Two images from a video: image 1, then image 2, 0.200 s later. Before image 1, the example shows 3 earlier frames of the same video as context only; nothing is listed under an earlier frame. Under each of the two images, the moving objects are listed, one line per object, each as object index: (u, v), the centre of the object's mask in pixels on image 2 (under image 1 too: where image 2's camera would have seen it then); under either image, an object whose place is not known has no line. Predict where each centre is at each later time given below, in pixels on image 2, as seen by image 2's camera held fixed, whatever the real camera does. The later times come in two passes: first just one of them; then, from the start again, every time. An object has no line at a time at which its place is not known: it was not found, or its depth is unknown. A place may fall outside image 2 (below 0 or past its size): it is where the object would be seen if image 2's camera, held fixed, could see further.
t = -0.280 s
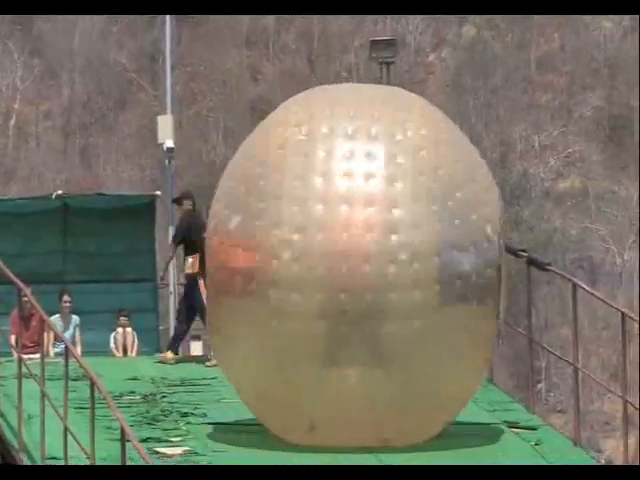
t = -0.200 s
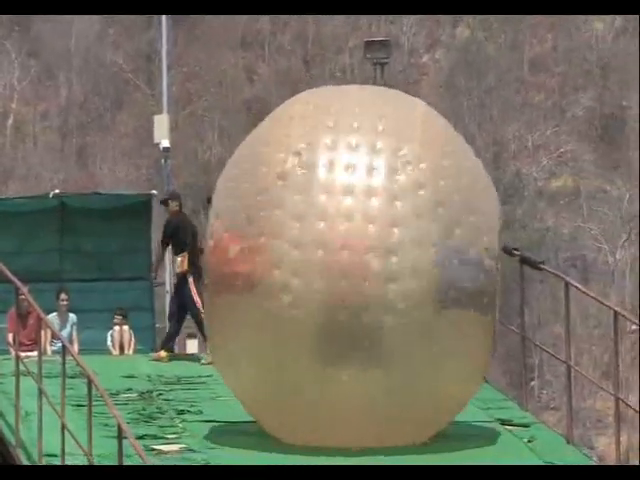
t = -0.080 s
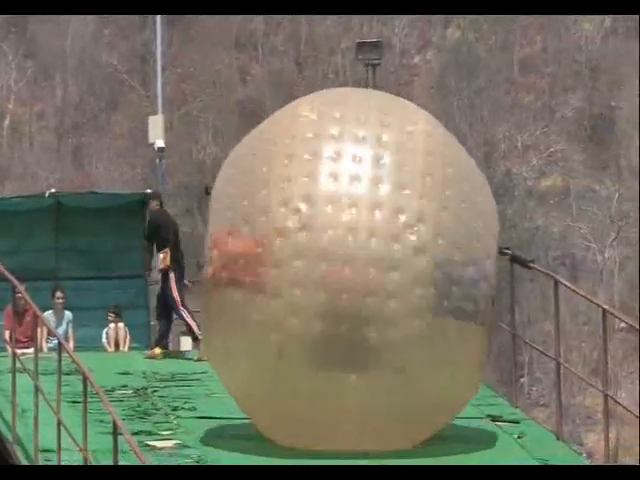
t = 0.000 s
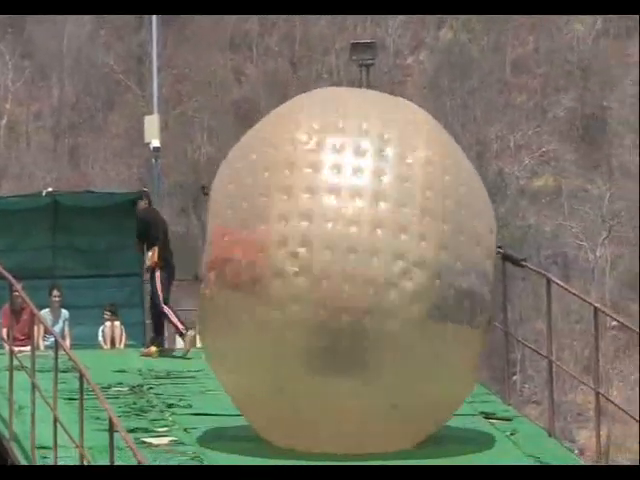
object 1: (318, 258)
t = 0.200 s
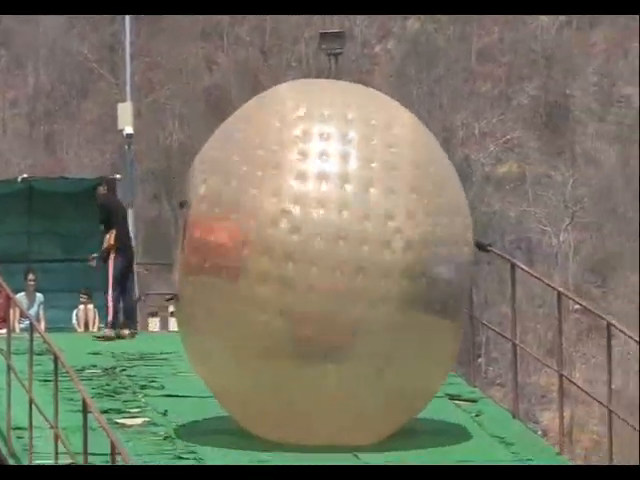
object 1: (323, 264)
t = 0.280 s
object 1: (324, 266)
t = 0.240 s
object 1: (323, 265)
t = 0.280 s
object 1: (324, 266)
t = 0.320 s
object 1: (324, 267)
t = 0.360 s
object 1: (324, 270)
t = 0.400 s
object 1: (325, 272)
